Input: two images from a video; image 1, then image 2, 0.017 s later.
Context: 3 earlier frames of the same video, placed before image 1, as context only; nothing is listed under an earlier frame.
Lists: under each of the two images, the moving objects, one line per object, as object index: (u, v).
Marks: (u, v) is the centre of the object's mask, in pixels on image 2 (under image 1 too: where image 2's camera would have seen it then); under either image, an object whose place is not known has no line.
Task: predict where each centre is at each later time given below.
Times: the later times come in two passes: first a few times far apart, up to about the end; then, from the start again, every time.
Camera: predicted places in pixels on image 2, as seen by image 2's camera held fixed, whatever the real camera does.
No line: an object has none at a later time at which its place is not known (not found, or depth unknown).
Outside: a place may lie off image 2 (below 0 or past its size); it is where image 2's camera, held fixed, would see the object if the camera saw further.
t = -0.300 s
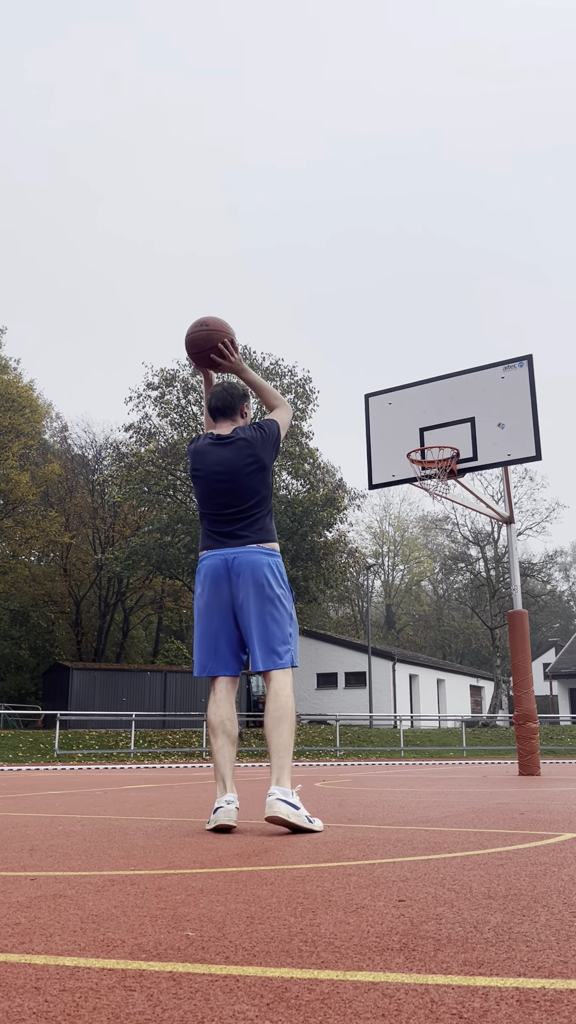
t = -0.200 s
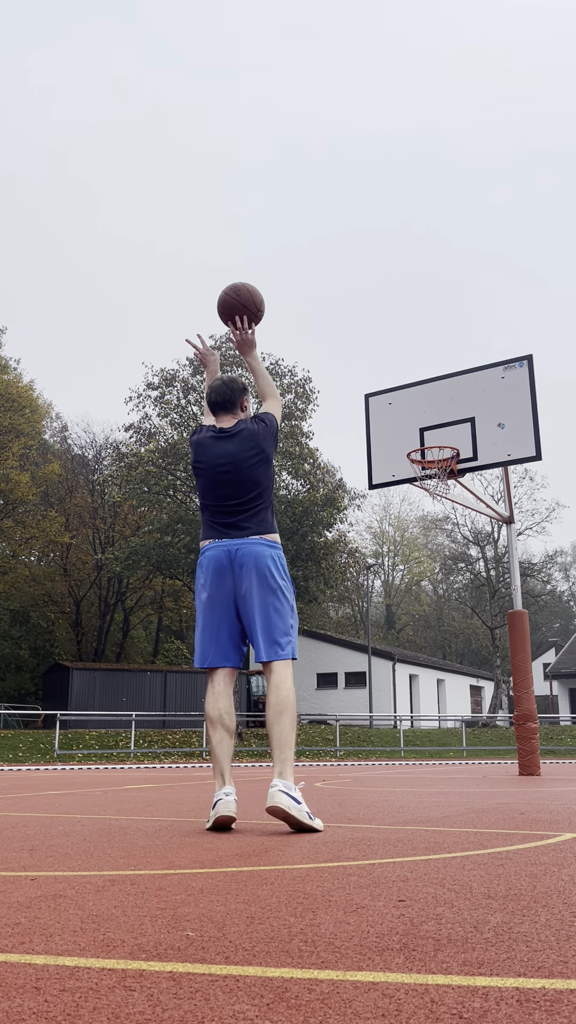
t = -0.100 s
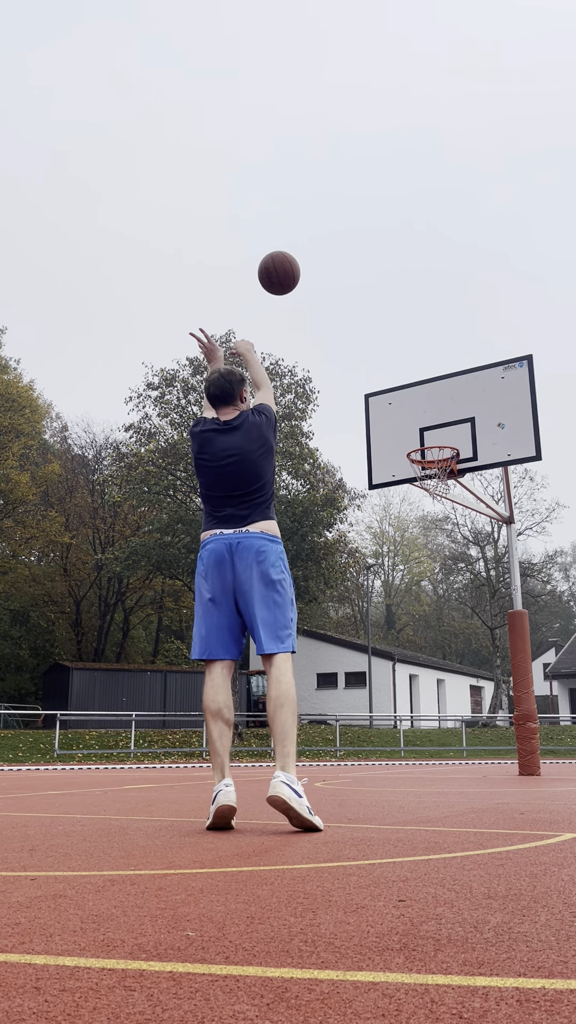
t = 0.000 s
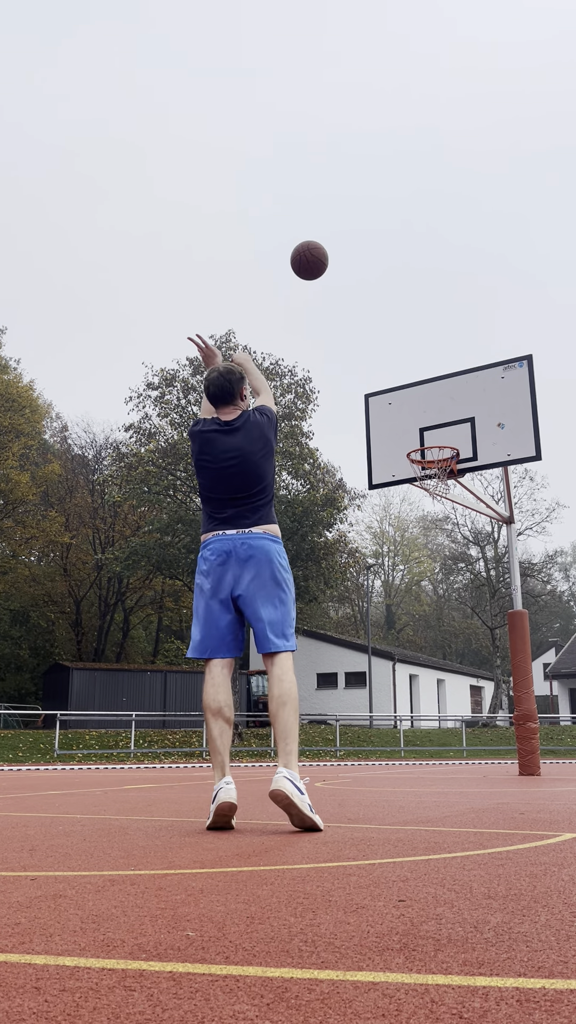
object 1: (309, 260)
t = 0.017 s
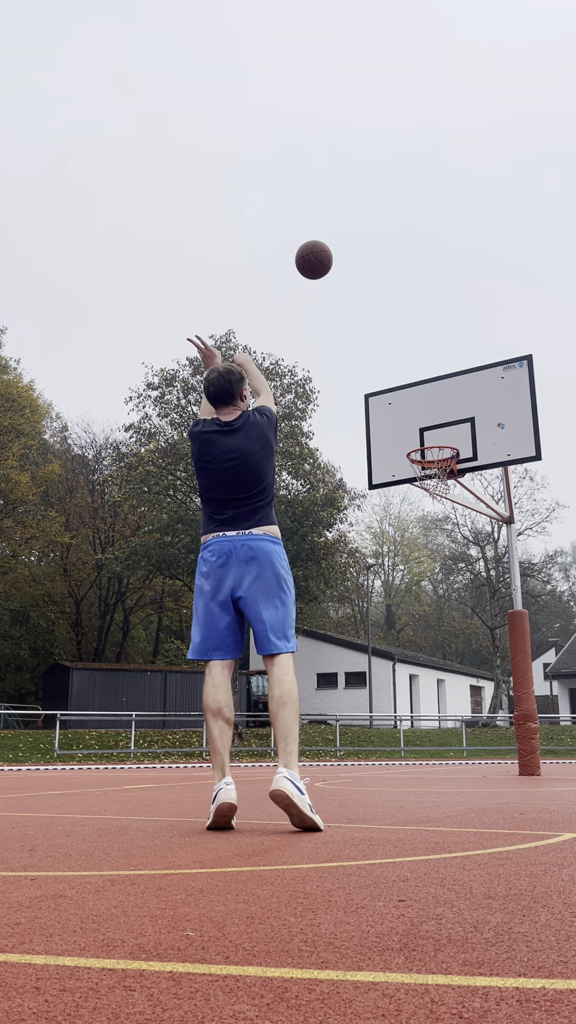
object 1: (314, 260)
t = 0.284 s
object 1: (371, 296)
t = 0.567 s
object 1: (415, 397)
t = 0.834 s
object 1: (434, 492)
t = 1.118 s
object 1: (434, 581)
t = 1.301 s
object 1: (435, 698)
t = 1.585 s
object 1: (440, 660)
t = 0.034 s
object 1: (318, 259)
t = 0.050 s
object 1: (322, 260)
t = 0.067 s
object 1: (326, 260)
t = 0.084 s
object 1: (330, 261)
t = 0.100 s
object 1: (334, 263)
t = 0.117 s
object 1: (338, 264)
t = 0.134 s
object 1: (342, 266)
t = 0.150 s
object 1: (345, 269)
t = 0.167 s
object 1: (349, 271)
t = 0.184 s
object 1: (353, 274)
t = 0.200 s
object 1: (356, 277)
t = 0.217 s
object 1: (359, 280)
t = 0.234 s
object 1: (362, 284)
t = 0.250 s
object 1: (365, 288)
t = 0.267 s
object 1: (368, 292)
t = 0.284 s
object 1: (371, 296)
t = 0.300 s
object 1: (374, 300)
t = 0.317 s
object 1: (377, 305)
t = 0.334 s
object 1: (380, 310)
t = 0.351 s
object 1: (383, 315)
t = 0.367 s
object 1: (385, 320)
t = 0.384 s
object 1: (388, 326)
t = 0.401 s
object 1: (391, 331)
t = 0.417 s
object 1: (393, 337)
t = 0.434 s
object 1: (396, 343)
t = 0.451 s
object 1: (398, 349)
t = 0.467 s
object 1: (401, 356)
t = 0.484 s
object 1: (403, 362)
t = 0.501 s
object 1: (406, 369)
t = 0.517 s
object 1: (408, 375)
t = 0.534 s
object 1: (410, 382)
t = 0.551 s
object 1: (413, 390)
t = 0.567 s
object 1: (415, 397)
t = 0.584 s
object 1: (417, 405)
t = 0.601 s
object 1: (419, 412)
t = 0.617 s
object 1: (422, 420)
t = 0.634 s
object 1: (424, 427)
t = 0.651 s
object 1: (426, 435)
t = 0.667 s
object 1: (428, 444)
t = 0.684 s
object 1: (430, 453)
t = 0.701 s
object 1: (431, 459)
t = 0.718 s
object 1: (431, 467)
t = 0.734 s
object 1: (432, 473)
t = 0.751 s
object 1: (435, 479)
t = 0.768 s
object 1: (434, 484)
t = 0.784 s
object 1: (434, 485)
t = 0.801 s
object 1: (434, 489)
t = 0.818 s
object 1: (434, 489)
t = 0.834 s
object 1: (434, 492)
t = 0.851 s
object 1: (434, 495)
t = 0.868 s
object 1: (434, 498)
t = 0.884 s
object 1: (434, 501)
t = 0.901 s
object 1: (433, 505)
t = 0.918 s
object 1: (433, 509)
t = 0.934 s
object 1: (433, 513)
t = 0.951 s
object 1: (433, 517)
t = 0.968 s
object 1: (433, 522)
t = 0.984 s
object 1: (433, 527)
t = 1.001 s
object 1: (433, 533)
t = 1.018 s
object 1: (433, 539)
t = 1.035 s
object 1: (433, 545)
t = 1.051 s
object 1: (433, 551)
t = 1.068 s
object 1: (433, 558)
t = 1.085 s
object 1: (434, 565)
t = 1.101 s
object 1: (434, 573)
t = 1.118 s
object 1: (434, 581)
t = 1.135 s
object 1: (434, 590)
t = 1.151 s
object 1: (434, 599)
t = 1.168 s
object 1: (434, 608)
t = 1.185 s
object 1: (434, 618)
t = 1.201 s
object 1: (434, 628)
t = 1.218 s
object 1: (434, 638)
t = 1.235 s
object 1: (435, 649)
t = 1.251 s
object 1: (435, 660)
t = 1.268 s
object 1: (435, 672)
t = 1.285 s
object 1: (435, 685)
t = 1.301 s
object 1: (435, 698)
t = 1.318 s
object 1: (436, 711)
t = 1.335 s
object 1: (436, 726)
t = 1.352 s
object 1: (436, 740)
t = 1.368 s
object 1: (436, 755)
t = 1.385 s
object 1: (436, 770)
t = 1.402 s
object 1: (437, 767)
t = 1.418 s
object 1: (437, 756)
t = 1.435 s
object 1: (437, 745)
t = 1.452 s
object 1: (437, 735)
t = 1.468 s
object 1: (438, 724)
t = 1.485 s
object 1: (438, 714)
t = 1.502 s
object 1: (438, 705)
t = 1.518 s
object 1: (439, 695)
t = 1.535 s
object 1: (439, 686)
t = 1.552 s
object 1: (439, 677)
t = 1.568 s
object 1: (440, 669)
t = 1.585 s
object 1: (440, 660)
